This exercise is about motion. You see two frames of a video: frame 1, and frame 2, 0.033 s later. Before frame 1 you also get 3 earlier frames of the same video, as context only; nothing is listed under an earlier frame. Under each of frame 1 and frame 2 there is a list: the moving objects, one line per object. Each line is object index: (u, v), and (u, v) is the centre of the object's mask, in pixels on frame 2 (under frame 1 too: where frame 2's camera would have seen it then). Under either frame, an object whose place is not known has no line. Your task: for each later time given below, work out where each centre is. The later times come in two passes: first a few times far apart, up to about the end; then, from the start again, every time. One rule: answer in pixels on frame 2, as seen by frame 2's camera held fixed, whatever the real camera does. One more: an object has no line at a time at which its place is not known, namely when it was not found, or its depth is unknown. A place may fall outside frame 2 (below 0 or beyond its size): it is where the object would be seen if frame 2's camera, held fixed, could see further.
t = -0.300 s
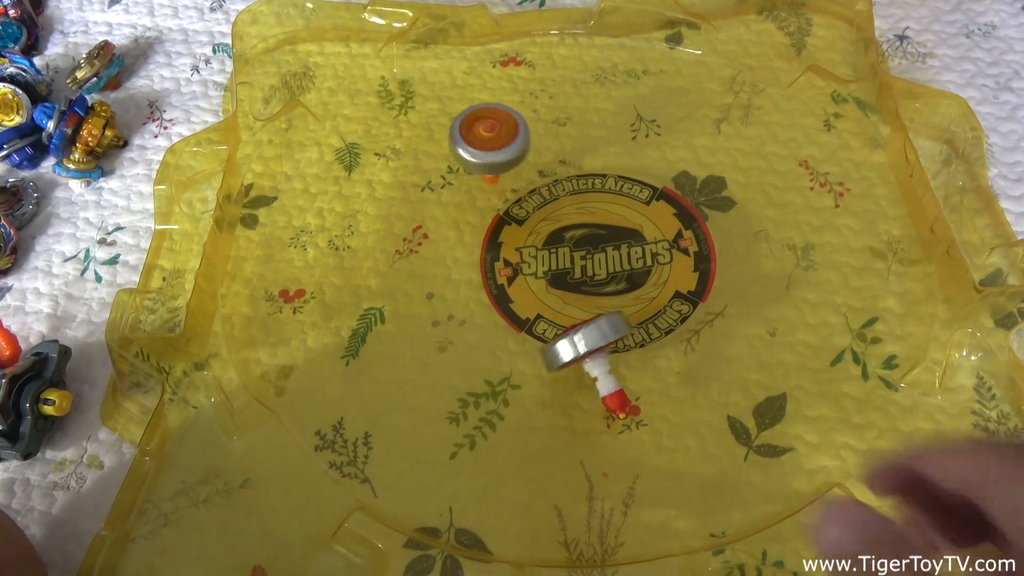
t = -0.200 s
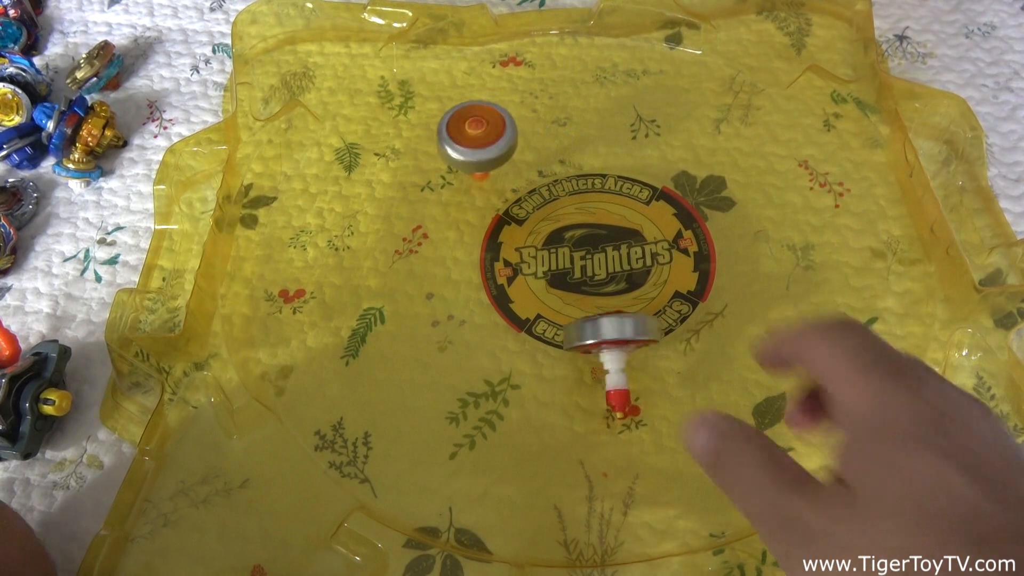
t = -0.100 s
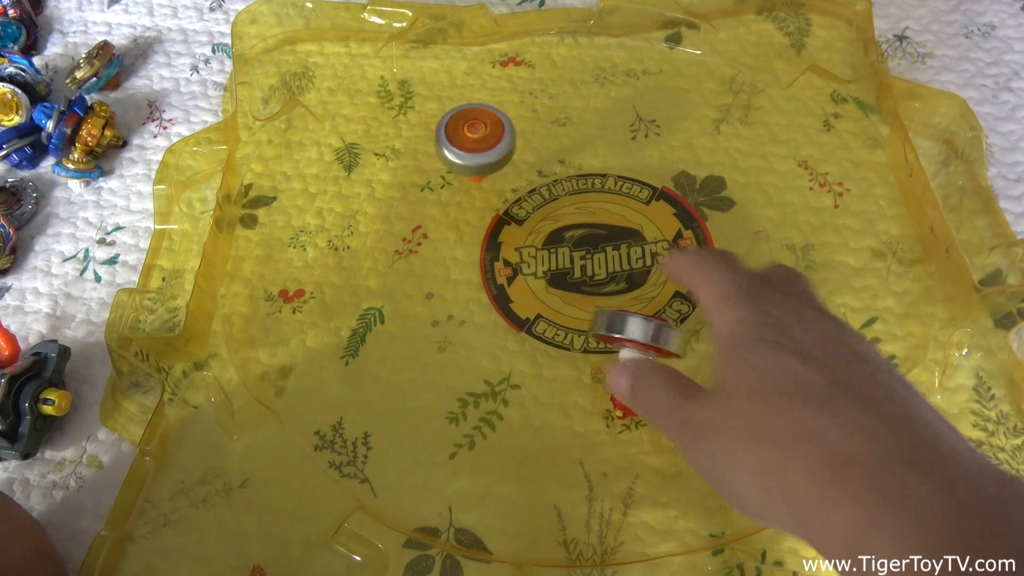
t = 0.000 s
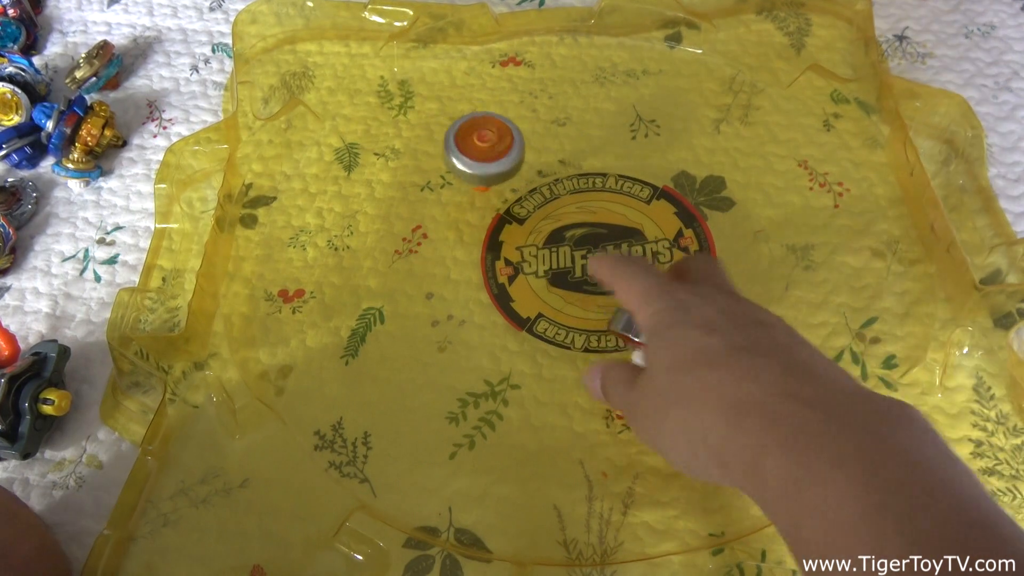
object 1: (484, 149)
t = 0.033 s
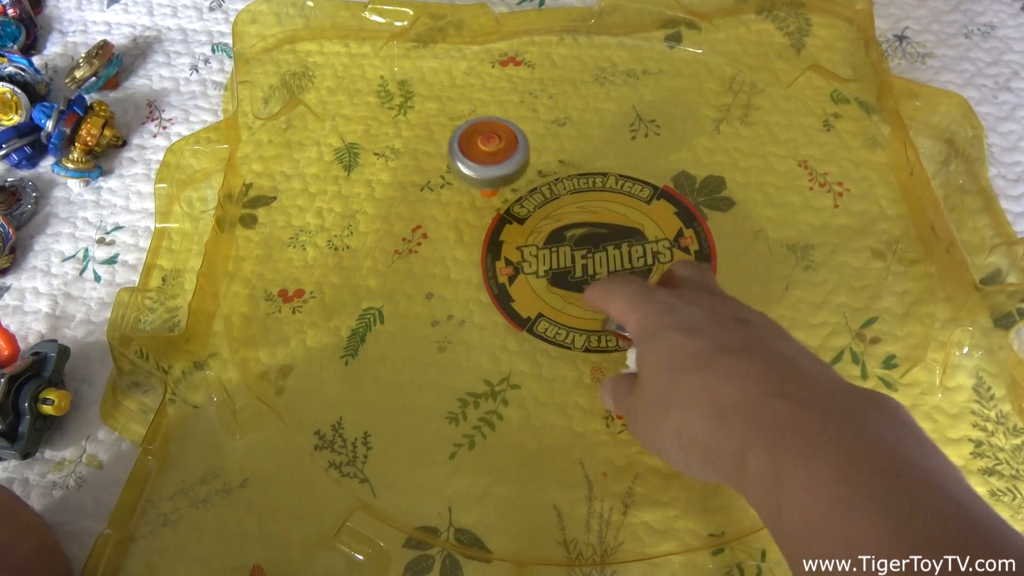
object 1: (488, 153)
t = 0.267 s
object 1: (546, 202)
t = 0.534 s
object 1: (638, 280)
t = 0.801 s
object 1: (667, 328)
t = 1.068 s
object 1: (624, 273)
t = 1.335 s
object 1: (601, 174)
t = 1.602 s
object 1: (597, 113)
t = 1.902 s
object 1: (597, 132)
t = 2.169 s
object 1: (566, 204)
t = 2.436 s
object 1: (527, 286)
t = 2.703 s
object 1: (504, 305)
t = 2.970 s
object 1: (557, 259)
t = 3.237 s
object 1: (641, 204)
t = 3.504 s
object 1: (681, 176)
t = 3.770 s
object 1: (644, 182)
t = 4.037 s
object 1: (560, 202)
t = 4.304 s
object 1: (504, 228)
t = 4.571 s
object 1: (491, 260)
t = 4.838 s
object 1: (535, 270)
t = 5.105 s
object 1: (617, 257)
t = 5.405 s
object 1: (680, 229)
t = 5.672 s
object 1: (660, 210)
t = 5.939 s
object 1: (587, 192)
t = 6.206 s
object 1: (526, 183)
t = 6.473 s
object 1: (510, 197)
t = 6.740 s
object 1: (542, 231)
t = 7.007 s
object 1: (605, 269)
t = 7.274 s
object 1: (617, 279)
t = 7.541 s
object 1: (609, 257)
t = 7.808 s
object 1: (596, 224)
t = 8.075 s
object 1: (587, 194)
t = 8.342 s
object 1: (586, 182)
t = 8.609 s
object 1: (593, 190)
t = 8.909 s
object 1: (608, 219)
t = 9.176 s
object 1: (617, 247)
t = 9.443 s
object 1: (619, 266)
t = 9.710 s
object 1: (611, 268)
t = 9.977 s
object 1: (594, 254)
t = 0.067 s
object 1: (494, 159)
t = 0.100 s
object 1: (501, 165)
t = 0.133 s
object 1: (508, 170)
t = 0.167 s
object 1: (517, 177)
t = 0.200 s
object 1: (527, 185)
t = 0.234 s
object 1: (536, 194)
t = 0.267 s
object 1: (546, 202)
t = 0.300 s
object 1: (557, 210)
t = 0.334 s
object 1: (569, 220)
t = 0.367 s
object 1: (580, 230)
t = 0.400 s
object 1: (591, 241)
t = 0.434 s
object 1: (604, 251)
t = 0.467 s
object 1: (616, 260)
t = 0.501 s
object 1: (627, 269)
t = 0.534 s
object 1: (638, 280)
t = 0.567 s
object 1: (650, 291)
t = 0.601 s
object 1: (657, 300)
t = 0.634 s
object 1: (662, 308)
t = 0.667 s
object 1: (666, 316)
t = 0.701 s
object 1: (669, 322)
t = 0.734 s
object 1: (670, 327)
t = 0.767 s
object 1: (668, 328)
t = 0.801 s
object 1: (667, 328)
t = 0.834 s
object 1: (665, 328)
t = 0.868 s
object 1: (659, 324)
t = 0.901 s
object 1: (654, 319)
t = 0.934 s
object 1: (649, 313)
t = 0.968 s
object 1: (642, 307)
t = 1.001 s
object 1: (636, 297)
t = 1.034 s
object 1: (630, 285)
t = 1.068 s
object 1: (624, 273)
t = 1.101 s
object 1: (620, 260)
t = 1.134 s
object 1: (617, 248)
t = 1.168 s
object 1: (614, 235)
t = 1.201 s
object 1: (611, 222)
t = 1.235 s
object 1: (608, 210)
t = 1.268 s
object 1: (605, 197)
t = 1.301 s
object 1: (603, 185)
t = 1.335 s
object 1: (601, 174)
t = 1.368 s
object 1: (600, 163)
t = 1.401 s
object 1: (598, 153)
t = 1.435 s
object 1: (598, 144)
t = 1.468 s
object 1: (597, 136)
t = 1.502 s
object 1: (597, 129)
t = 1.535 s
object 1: (597, 123)
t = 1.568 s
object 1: (597, 117)
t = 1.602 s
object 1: (597, 113)
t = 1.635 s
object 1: (598, 110)
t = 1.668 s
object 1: (599, 109)
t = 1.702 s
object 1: (599, 109)
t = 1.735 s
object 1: (600, 109)
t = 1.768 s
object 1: (600, 111)
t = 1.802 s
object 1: (600, 115)
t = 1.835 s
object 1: (600, 120)
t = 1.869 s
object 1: (599, 126)
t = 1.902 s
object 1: (597, 132)
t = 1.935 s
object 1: (594, 139)
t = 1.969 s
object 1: (592, 148)
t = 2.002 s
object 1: (588, 156)
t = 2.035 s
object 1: (584, 166)
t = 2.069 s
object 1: (580, 175)
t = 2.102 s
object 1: (575, 185)
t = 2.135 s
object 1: (571, 194)
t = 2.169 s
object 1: (566, 204)
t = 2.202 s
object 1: (561, 214)
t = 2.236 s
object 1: (557, 225)
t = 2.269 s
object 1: (553, 236)
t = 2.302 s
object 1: (547, 246)
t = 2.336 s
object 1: (543, 256)
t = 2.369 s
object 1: (538, 268)
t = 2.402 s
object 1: (532, 278)
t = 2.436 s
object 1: (527, 286)
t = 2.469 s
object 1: (521, 294)
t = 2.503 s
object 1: (515, 300)
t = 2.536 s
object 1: (510, 304)
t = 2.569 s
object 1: (507, 306)
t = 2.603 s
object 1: (504, 308)
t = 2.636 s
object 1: (504, 308)
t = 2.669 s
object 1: (503, 306)
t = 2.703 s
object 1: (504, 305)
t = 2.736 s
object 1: (506, 301)
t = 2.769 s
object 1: (510, 297)
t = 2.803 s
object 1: (515, 292)
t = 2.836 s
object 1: (521, 286)
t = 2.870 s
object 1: (529, 280)
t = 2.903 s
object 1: (537, 274)
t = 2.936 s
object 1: (547, 266)
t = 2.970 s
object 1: (557, 259)
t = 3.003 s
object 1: (568, 252)
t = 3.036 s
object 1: (579, 245)
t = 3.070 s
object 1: (590, 238)
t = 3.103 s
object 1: (600, 230)
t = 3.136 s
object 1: (611, 224)
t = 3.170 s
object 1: (621, 216)
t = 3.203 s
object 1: (631, 210)
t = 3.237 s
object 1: (641, 204)
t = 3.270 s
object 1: (650, 198)
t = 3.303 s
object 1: (657, 193)
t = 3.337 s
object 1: (664, 188)
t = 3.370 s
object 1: (670, 184)
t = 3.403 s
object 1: (676, 181)
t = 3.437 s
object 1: (679, 179)
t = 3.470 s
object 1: (680, 177)
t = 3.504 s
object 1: (681, 176)
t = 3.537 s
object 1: (681, 175)
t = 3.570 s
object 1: (679, 175)
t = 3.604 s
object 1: (675, 176)
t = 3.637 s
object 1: (670, 176)
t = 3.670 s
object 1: (666, 178)
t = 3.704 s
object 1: (659, 179)
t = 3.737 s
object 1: (651, 180)
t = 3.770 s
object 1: (644, 182)
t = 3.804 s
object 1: (635, 184)
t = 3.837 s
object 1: (626, 186)
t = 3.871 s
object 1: (615, 189)
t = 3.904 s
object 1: (603, 192)
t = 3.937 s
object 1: (593, 195)
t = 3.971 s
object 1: (582, 198)
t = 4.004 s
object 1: (571, 200)
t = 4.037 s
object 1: (560, 202)
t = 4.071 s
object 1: (550, 205)
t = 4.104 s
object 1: (542, 207)
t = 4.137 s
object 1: (534, 209)
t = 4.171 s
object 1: (526, 213)
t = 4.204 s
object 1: (520, 217)
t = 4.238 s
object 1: (513, 220)
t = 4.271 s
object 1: (508, 224)
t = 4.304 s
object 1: (504, 228)
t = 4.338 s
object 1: (499, 233)
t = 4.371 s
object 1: (496, 237)
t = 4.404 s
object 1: (493, 242)
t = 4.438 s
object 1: (491, 245)
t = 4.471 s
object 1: (490, 250)
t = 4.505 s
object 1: (490, 254)
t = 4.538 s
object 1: (491, 257)
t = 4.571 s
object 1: (491, 260)
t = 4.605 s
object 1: (494, 262)
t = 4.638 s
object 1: (497, 265)
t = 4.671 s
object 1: (500, 266)
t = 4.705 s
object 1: (505, 268)
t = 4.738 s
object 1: (512, 269)
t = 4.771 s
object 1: (519, 269)
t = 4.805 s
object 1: (527, 270)
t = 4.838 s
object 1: (535, 270)
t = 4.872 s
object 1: (544, 269)
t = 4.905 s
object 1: (554, 269)
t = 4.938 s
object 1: (565, 267)
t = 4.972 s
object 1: (574, 266)
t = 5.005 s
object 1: (585, 263)
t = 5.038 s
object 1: (595, 262)
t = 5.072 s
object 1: (605, 259)
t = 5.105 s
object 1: (617, 257)
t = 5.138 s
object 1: (627, 254)
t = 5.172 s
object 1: (637, 250)
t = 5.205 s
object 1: (646, 247)
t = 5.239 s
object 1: (655, 245)
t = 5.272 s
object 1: (663, 242)
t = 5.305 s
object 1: (668, 239)
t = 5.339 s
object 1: (674, 235)
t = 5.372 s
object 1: (678, 233)
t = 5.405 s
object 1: (680, 229)
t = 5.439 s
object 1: (682, 227)
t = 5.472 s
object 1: (682, 224)
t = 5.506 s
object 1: (681, 222)
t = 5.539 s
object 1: (678, 219)
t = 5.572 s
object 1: (676, 217)
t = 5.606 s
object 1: (671, 215)
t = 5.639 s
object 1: (666, 212)
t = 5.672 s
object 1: (660, 210)
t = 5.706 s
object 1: (652, 208)
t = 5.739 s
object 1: (644, 205)
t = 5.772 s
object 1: (635, 203)
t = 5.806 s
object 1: (625, 200)
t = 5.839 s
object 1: (615, 198)
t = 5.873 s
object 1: (607, 196)
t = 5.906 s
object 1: (597, 194)
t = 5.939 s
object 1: (587, 192)
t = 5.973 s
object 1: (578, 189)
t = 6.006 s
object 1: (568, 188)
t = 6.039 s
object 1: (560, 187)
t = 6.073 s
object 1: (552, 185)
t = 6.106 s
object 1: (545, 185)
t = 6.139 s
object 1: (538, 184)
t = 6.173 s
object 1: (531, 183)
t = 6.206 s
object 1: (526, 183)
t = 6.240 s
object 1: (521, 184)
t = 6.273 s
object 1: (517, 184)
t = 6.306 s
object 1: (514, 186)
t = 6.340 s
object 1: (512, 187)
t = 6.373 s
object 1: (510, 189)
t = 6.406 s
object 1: (509, 191)
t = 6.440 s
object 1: (510, 194)
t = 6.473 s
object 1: (510, 197)
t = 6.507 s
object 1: (512, 200)
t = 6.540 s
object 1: (514, 204)
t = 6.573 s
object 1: (518, 208)
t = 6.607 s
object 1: (522, 212)
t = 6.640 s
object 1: (526, 217)
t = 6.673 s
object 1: (531, 221)
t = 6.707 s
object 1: (536, 226)
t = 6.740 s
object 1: (542, 231)
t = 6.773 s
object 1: (549, 236)
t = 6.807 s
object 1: (557, 241)
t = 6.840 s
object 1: (564, 247)
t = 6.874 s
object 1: (573, 252)
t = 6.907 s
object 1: (580, 257)
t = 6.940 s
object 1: (588, 261)
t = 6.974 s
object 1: (596, 265)
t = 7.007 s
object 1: (605, 269)
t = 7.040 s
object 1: (612, 273)
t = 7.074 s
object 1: (613, 276)
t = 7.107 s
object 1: (615, 277)
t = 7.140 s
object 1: (616, 279)
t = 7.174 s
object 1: (617, 279)
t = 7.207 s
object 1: (617, 279)
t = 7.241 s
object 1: (617, 279)
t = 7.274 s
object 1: (617, 279)
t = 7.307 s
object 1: (617, 278)
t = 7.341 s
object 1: (616, 276)
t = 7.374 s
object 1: (616, 274)
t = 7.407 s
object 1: (614, 272)
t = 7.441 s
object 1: (613, 268)
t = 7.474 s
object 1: (611, 265)
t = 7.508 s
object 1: (610, 261)
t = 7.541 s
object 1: (609, 257)
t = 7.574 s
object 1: (608, 254)
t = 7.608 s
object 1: (606, 250)
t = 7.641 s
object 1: (604, 245)
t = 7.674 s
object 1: (602, 241)
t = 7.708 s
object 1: (600, 236)
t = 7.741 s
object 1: (599, 232)
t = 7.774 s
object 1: (598, 228)
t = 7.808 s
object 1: (596, 224)
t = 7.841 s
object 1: (594, 219)
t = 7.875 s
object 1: (593, 215)
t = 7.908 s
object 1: (591, 211)
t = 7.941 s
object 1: (591, 207)
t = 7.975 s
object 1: (589, 203)
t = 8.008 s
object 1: (589, 200)
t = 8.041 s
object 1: (587, 196)
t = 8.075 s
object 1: (587, 194)
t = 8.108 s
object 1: (586, 191)
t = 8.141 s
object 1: (586, 188)
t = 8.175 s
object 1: (586, 186)
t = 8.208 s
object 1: (586, 185)
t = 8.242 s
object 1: (585, 184)
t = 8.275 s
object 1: (585, 183)
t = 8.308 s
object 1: (585, 182)
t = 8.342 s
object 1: (586, 182)
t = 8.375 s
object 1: (586, 182)
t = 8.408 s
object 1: (586, 182)
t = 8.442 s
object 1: (587, 183)
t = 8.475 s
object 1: (588, 183)
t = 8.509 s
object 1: (589, 185)
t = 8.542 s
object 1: (590, 186)
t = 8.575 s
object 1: (591, 188)
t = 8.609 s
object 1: (593, 190)
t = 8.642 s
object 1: (594, 193)
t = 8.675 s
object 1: (596, 195)
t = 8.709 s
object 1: (597, 198)
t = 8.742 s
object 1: (600, 201)
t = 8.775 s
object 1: (601, 205)
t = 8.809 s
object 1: (603, 208)
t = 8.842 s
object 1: (604, 212)
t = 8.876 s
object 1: (606, 215)
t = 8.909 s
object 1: (608, 219)
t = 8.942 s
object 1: (610, 222)
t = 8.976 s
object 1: (611, 226)
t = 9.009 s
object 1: (613, 230)
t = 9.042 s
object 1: (614, 234)
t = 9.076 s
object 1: (615, 237)
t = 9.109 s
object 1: (616, 241)
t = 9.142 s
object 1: (617, 244)
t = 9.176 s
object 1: (617, 247)
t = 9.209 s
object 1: (618, 250)
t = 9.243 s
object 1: (618, 253)
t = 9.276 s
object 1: (619, 255)
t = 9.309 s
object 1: (619, 258)
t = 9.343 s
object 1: (620, 260)
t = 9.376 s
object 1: (619, 262)
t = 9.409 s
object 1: (619, 264)
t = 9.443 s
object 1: (619, 266)
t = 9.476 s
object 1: (619, 267)
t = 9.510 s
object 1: (618, 267)
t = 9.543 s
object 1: (618, 268)
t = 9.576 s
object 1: (617, 269)
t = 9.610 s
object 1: (616, 269)
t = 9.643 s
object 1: (614, 269)
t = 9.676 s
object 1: (613, 269)
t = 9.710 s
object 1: (611, 268)
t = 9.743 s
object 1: (609, 267)
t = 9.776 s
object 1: (607, 266)
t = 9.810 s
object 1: (605, 264)
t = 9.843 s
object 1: (602, 263)
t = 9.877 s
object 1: (601, 261)
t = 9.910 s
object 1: (598, 259)
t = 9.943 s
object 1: (597, 257)
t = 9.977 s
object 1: (594, 254)
